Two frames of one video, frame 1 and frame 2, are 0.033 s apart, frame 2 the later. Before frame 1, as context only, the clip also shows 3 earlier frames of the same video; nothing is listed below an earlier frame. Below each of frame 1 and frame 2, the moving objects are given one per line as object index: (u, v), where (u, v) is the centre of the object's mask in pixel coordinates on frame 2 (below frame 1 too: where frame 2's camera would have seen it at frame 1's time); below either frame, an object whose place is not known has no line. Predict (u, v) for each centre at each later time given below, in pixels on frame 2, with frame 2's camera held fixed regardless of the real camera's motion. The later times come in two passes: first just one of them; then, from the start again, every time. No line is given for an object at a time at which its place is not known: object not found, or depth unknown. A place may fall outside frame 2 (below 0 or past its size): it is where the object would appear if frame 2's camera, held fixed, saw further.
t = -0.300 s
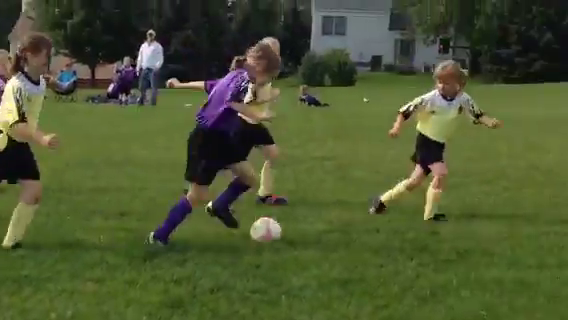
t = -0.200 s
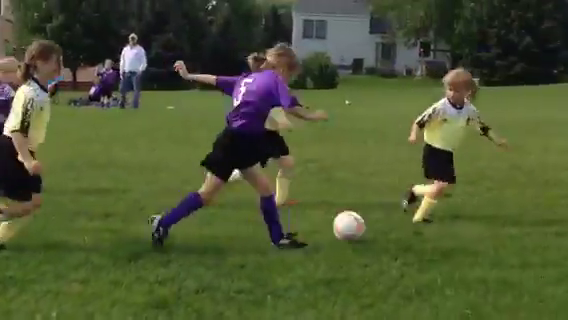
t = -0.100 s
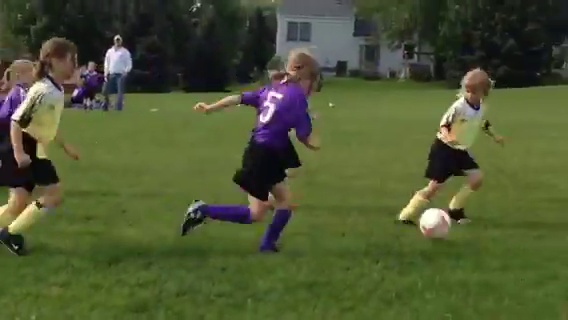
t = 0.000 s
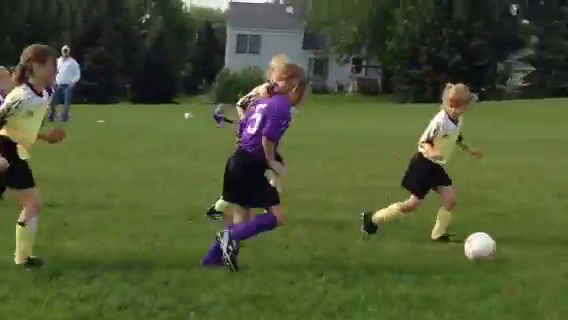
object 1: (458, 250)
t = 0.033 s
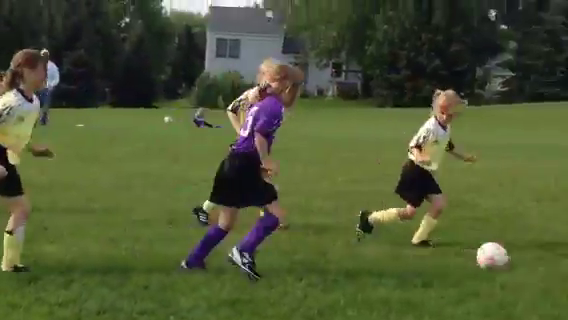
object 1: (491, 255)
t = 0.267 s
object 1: (655, 260)
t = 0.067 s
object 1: (520, 257)
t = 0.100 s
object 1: (542, 256)
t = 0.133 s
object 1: (564, 254)
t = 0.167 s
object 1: (588, 253)
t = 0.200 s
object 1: (611, 253)
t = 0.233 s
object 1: (633, 256)
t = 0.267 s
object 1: (655, 260)
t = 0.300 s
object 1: (677, 261)
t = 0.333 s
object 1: (698, 262)
